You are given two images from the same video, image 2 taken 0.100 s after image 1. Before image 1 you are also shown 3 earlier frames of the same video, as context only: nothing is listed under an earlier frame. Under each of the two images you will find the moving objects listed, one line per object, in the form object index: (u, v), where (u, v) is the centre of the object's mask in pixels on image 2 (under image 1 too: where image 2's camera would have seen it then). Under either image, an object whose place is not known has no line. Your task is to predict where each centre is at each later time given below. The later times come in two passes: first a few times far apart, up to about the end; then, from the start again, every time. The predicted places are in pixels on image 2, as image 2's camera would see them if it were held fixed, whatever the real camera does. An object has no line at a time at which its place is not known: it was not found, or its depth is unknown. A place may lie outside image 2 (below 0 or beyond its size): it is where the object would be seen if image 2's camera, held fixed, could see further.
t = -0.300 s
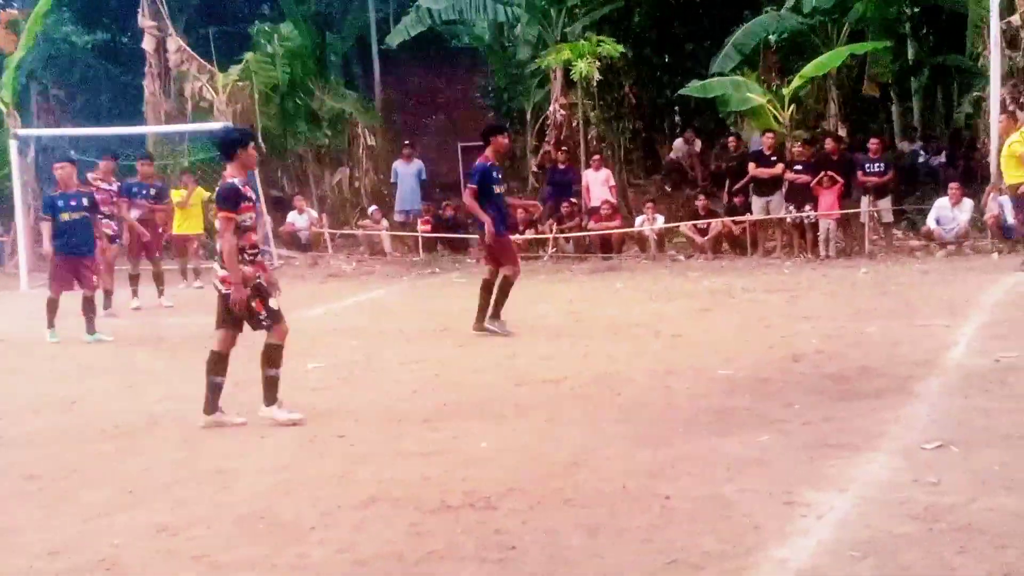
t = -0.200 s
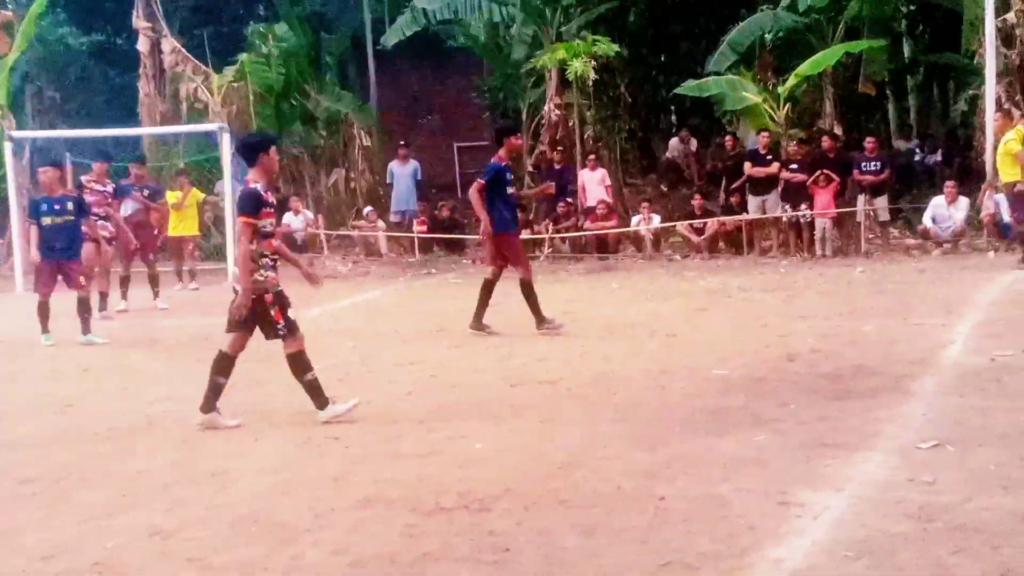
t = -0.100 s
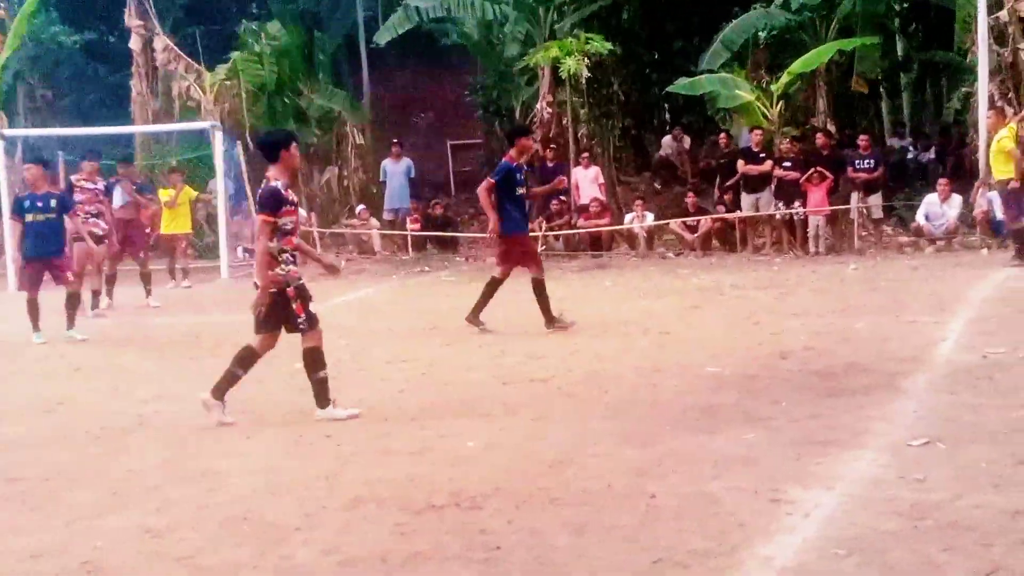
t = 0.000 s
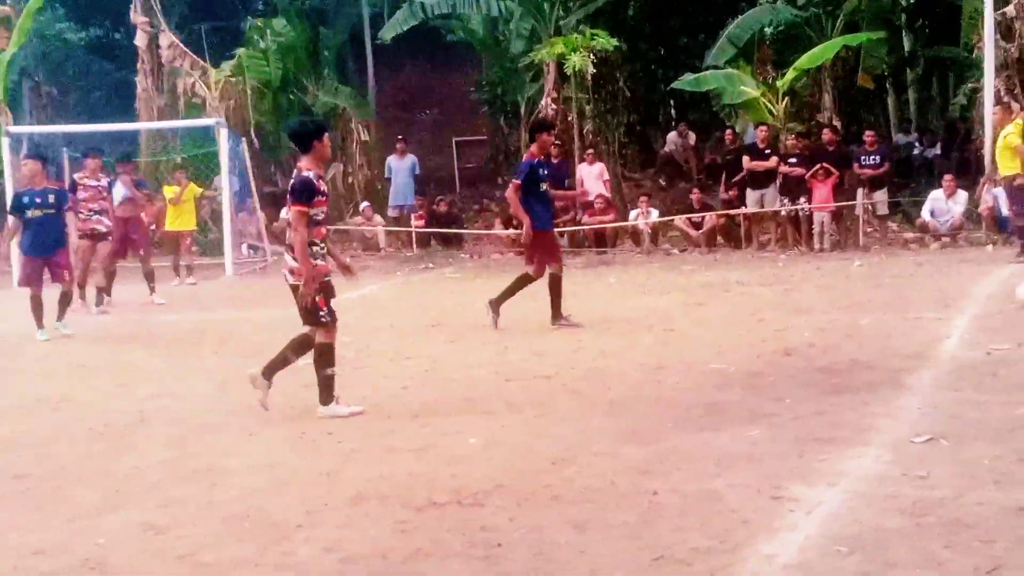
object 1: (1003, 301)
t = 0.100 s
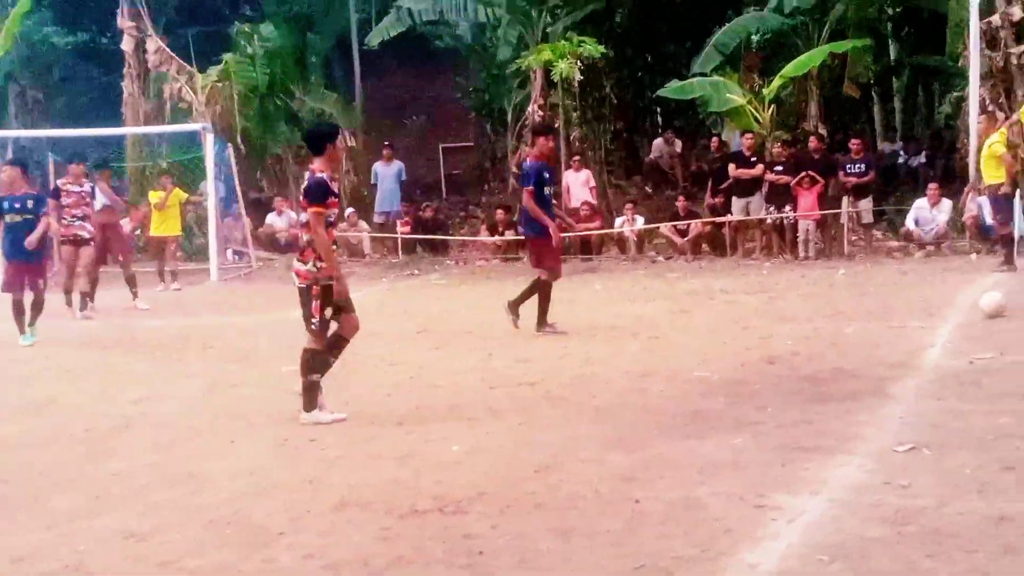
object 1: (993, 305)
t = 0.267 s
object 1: (963, 306)
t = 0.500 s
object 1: (920, 307)
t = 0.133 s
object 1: (987, 305)
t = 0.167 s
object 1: (981, 306)
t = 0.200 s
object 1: (975, 306)
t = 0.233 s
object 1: (969, 305)
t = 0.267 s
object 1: (963, 306)
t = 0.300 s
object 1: (956, 307)
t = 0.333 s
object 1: (949, 307)
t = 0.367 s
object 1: (942, 307)
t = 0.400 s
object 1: (936, 307)
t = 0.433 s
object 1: (930, 307)
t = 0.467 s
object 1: (925, 307)
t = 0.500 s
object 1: (920, 307)
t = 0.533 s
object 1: (914, 307)
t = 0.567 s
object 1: (908, 308)
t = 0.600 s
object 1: (903, 308)
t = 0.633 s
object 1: (897, 308)
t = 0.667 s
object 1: (892, 308)
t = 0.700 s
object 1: (887, 308)
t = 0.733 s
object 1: (881, 307)
